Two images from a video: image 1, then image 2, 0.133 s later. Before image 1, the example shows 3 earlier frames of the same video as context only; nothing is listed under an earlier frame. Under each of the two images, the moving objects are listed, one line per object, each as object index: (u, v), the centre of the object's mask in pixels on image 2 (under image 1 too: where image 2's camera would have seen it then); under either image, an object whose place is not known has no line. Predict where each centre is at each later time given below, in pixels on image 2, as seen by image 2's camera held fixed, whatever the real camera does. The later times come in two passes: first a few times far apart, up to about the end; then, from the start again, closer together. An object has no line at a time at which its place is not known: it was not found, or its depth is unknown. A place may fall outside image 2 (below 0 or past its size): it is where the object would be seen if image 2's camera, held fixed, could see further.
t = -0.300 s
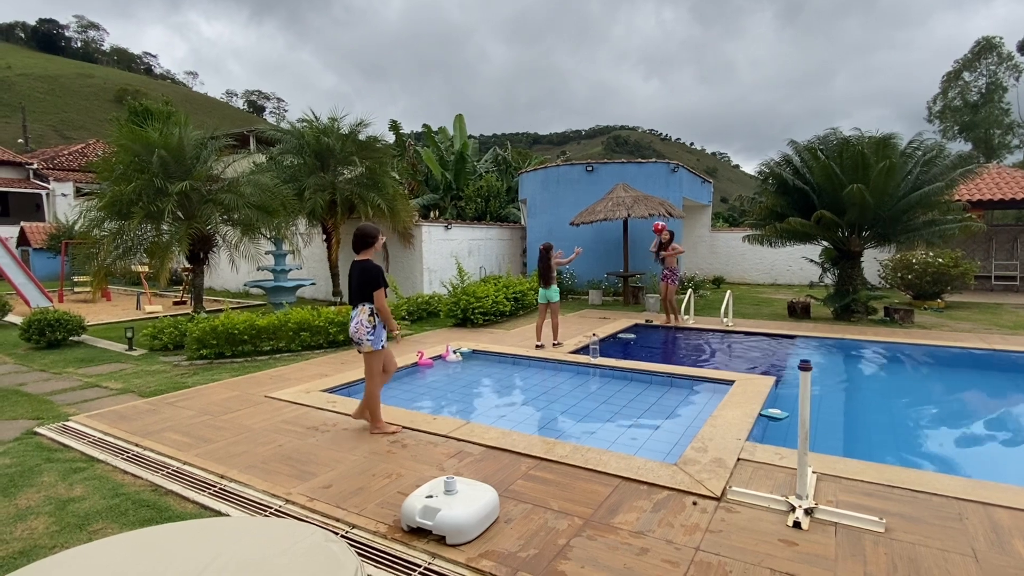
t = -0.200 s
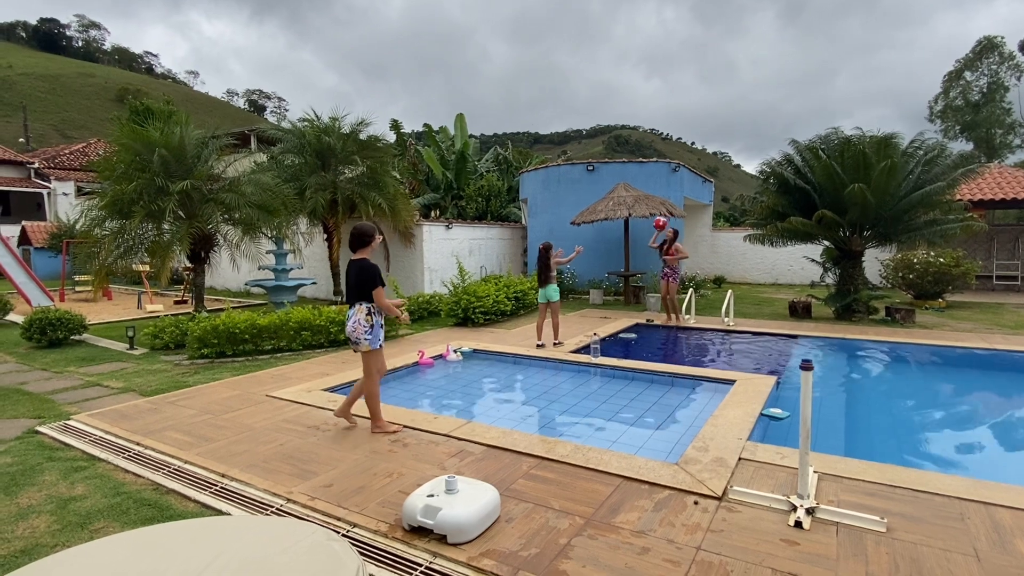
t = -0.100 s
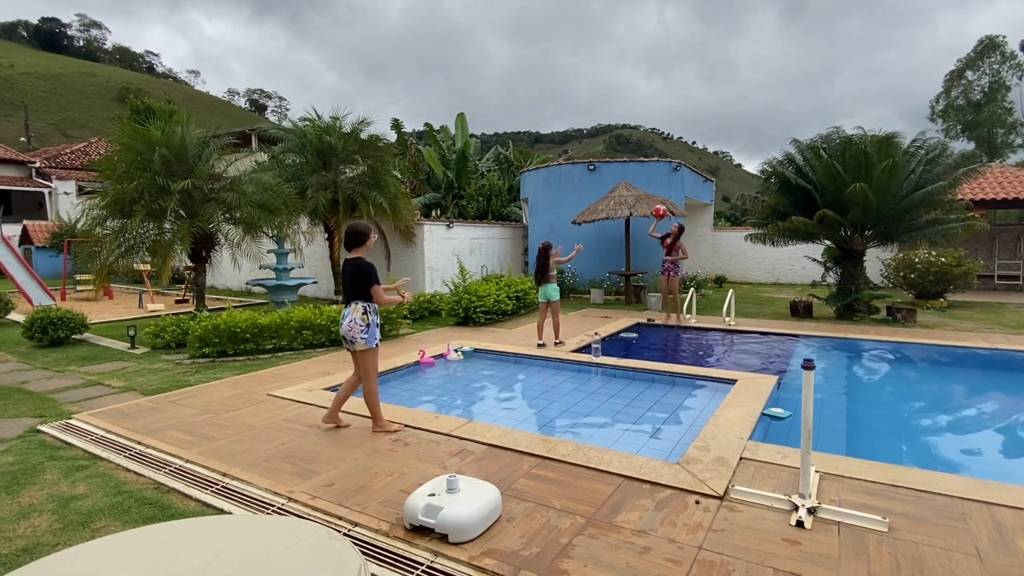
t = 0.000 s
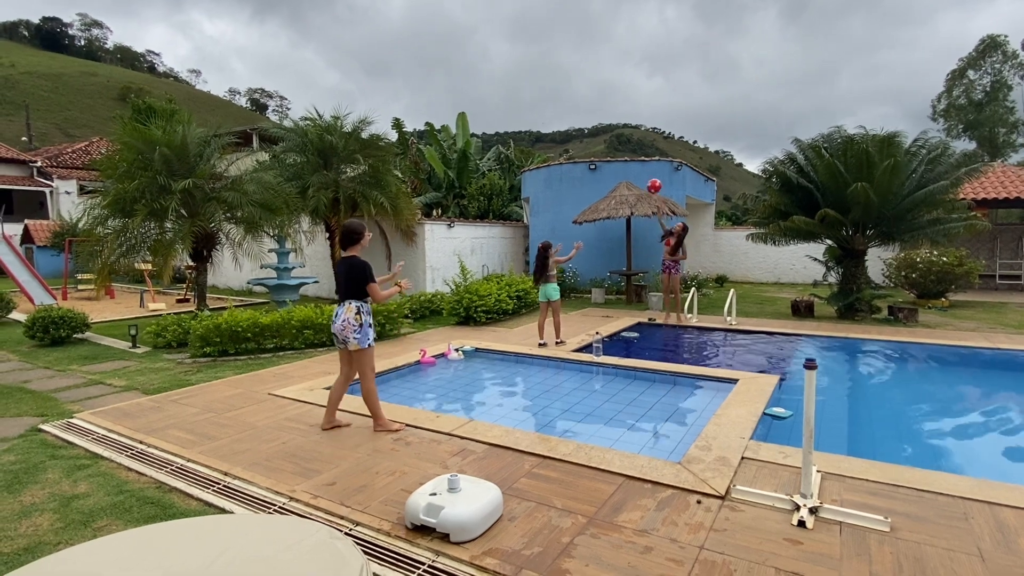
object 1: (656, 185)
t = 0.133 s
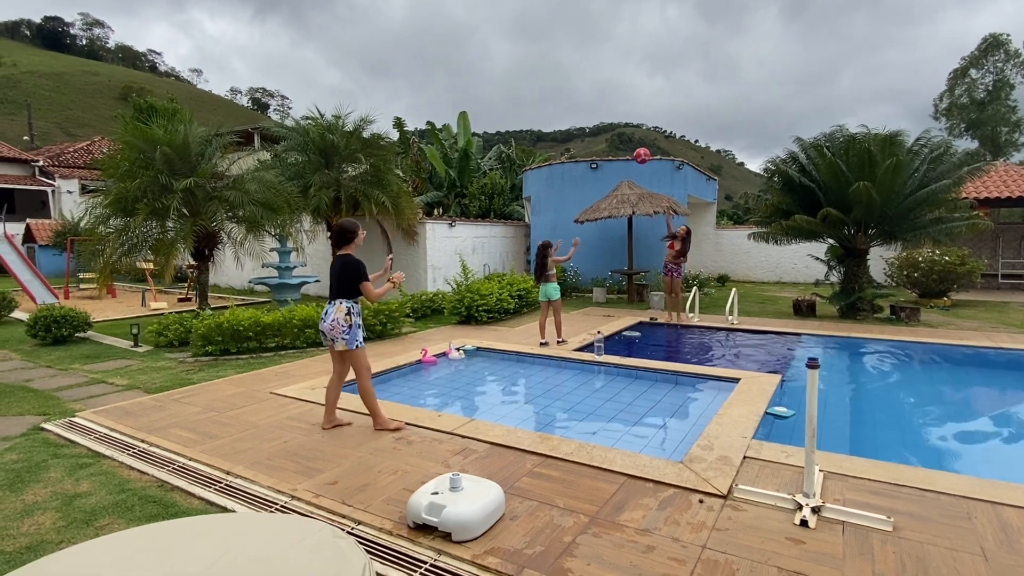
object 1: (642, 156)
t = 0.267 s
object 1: (626, 137)
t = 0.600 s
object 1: (572, 152)
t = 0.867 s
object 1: (515, 252)
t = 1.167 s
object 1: (452, 406)
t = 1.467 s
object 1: (451, 390)
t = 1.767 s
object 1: (455, 403)
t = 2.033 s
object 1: (463, 397)
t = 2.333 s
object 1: (472, 395)
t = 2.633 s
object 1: (481, 393)
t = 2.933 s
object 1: (489, 391)
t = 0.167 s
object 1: (638, 150)
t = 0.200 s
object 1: (634, 145)
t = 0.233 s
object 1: (630, 140)
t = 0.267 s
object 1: (626, 137)
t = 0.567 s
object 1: (578, 146)
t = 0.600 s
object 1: (572, 152)
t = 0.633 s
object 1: (565, 159)
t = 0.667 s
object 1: (559, 168)
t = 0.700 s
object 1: (552, 178)
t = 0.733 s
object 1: (545, 189)
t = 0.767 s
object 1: (537, 202)
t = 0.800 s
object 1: (530, 217)
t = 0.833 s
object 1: (522, 233)
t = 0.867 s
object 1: (515, 252)
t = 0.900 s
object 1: (506, 271)
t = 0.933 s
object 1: (498, 294)
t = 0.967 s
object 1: (489, 318)
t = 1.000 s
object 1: (480, 344)
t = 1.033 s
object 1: (471, 373)
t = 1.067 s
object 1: (462, 399)
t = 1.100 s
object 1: (457, 403)
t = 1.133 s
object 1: (454, 406)
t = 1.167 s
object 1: (452, 406)
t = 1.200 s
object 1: (451, 406)
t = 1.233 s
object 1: (453, 407)
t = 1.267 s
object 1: (453, 406)
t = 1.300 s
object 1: (453, 405)
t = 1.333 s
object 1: (453, 401)
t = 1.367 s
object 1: (452, 397)
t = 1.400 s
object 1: (452, 393)
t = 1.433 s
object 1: (451, 391)
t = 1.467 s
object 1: (451, 390)
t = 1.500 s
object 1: (450, 391)
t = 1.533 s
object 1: (450, 393)
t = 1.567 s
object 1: (450, 396)
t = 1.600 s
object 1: (449, 399)
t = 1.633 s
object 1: (449, 401)
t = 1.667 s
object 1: (451, 402)
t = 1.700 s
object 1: (453, 402)
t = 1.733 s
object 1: (454, 403)
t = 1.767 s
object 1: (455, 403)
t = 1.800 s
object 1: (456, 402)
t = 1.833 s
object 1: (457, 402)
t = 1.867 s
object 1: (458, 401)
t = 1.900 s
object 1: (458, 399)
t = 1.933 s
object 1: (459, 398)
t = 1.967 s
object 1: (460, 398)
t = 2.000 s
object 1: (462, 398)
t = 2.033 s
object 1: (463, 397)
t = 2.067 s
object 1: (464, 397)
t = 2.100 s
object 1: (465, 397)
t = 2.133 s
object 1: (466, 397)
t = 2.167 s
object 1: (467, 397)
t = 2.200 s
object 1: (468, 397)
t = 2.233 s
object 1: (469, 396)
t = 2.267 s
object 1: (470, 396)
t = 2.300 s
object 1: (471, 395)
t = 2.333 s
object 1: (472, 395)
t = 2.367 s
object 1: (474, 395)
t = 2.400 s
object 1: (475, 395)
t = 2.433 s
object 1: (476, 395)
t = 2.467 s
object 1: (477, 394)
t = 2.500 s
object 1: (478, 394)
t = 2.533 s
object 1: (478, 394)
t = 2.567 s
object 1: (479, 394)
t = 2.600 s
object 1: (480, 393)
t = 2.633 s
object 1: (481, 393)
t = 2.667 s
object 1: (482, 393)
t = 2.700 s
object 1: (483, 392)
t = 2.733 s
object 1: (484, 392)
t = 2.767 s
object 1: (484, 392)
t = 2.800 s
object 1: (485, 392)
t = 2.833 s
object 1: (486, 392)
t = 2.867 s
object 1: (487, 391)
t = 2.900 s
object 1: (488, 391)
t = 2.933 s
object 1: (489, 391)
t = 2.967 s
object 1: (490, 391)
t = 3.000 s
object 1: (491, 391)
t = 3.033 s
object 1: (491, 391)
